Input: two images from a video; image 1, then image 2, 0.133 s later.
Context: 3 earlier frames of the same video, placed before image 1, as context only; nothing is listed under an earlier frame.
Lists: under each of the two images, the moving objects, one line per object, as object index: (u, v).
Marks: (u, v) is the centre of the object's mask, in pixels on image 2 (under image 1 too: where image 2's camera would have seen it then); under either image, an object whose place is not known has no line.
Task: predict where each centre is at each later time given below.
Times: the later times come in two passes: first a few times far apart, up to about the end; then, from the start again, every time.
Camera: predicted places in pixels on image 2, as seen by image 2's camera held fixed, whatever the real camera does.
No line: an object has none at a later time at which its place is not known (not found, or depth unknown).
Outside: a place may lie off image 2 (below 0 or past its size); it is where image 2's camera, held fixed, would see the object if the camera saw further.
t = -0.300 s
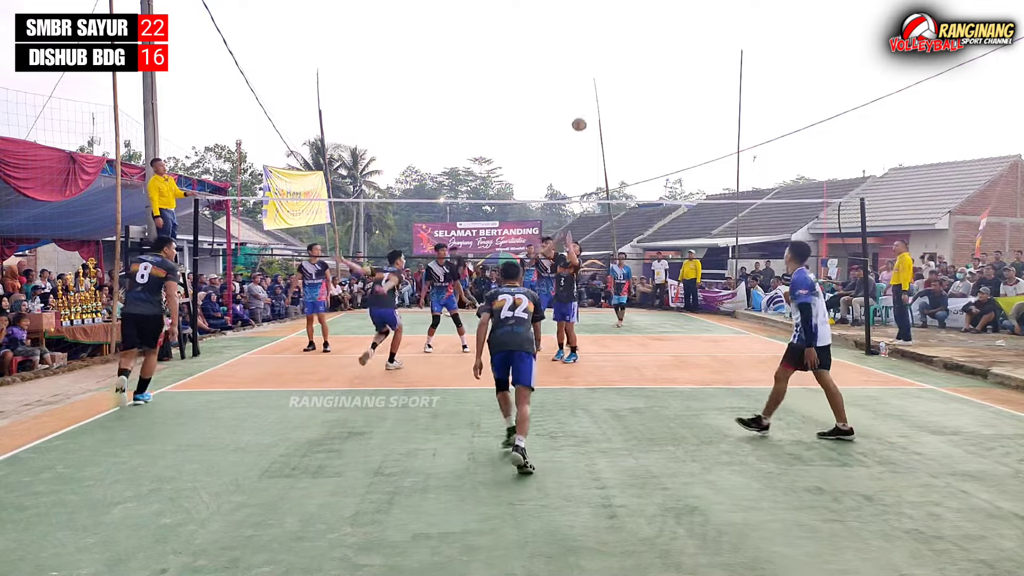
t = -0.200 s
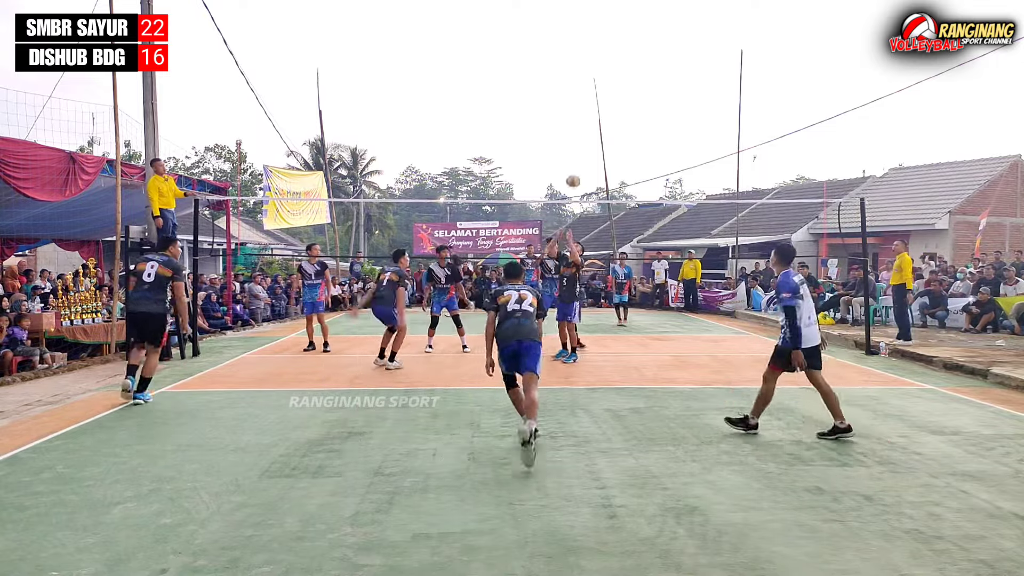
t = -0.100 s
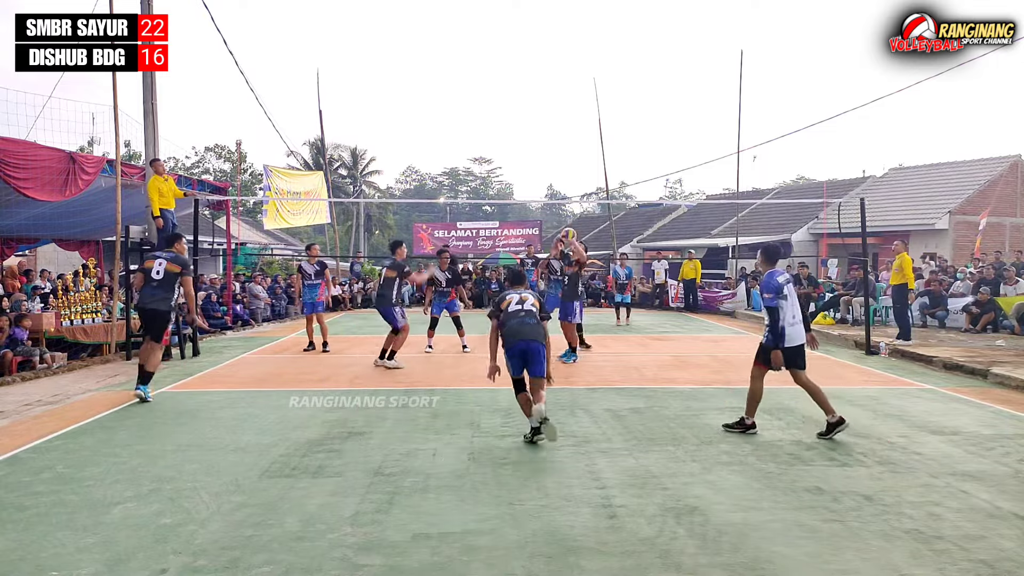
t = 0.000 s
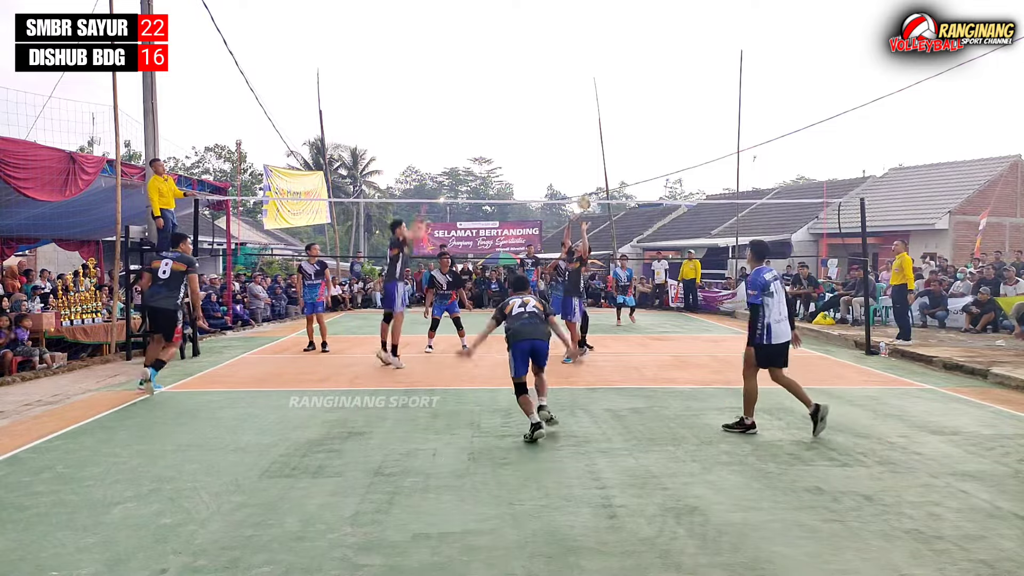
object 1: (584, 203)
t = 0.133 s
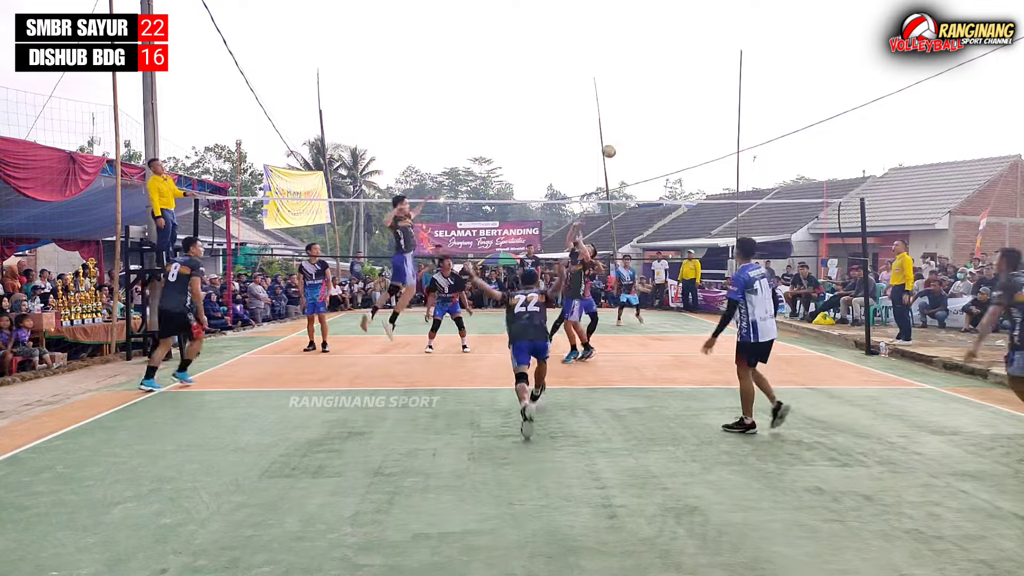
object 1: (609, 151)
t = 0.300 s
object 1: (639, 104)
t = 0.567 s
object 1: (686, 70)
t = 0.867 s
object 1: (738, 91)
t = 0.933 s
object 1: (749, 105)
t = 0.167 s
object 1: (615, 140)
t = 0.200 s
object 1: (621, 130)
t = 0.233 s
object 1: (627, 121)
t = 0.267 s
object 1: (633, 112)
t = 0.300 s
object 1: (639, 104)
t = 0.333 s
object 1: (645, 97)
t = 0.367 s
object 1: (651, 91)
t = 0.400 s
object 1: (657, 85)
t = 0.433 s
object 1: (663, 81)
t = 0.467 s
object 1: (669, 77)
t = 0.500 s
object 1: (674, 74)
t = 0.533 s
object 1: (680, 71)
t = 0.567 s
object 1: (686, 70)
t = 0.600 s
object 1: (692, 69)
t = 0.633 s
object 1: (698, 69)
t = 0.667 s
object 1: (704, 70)
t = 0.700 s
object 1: (710, 72)
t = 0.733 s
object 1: (715, 74)
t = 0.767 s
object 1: (721, 77)
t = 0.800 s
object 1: (727, 81)
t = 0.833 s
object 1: (732, 86)
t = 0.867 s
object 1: (738, 91)
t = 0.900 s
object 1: (743, 97)
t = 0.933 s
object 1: (749, 105)
